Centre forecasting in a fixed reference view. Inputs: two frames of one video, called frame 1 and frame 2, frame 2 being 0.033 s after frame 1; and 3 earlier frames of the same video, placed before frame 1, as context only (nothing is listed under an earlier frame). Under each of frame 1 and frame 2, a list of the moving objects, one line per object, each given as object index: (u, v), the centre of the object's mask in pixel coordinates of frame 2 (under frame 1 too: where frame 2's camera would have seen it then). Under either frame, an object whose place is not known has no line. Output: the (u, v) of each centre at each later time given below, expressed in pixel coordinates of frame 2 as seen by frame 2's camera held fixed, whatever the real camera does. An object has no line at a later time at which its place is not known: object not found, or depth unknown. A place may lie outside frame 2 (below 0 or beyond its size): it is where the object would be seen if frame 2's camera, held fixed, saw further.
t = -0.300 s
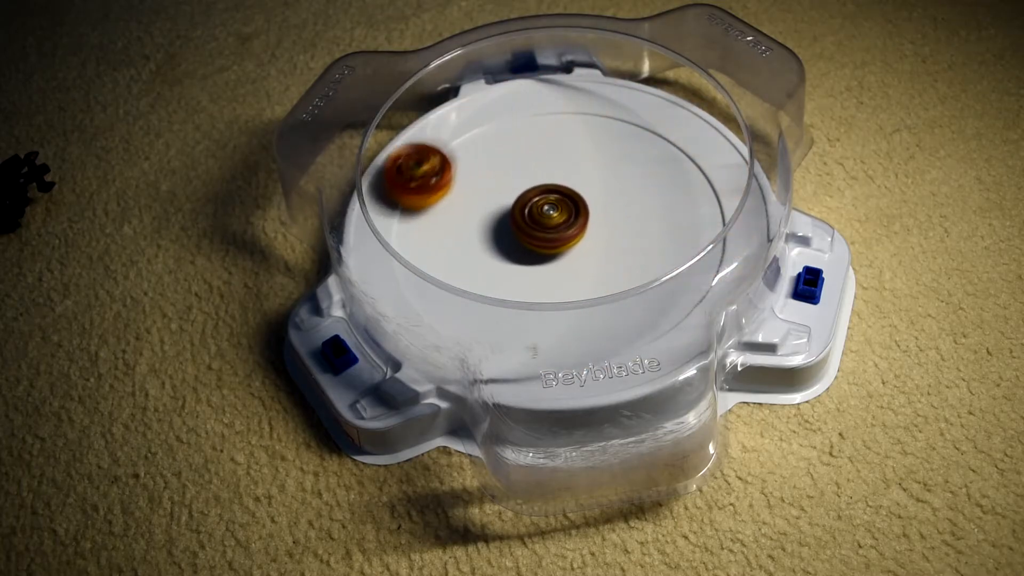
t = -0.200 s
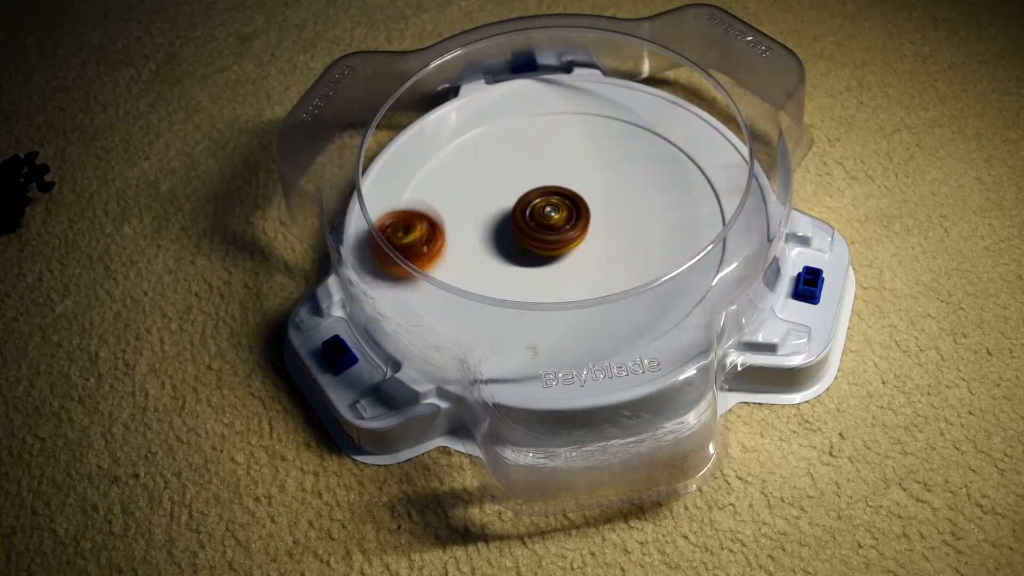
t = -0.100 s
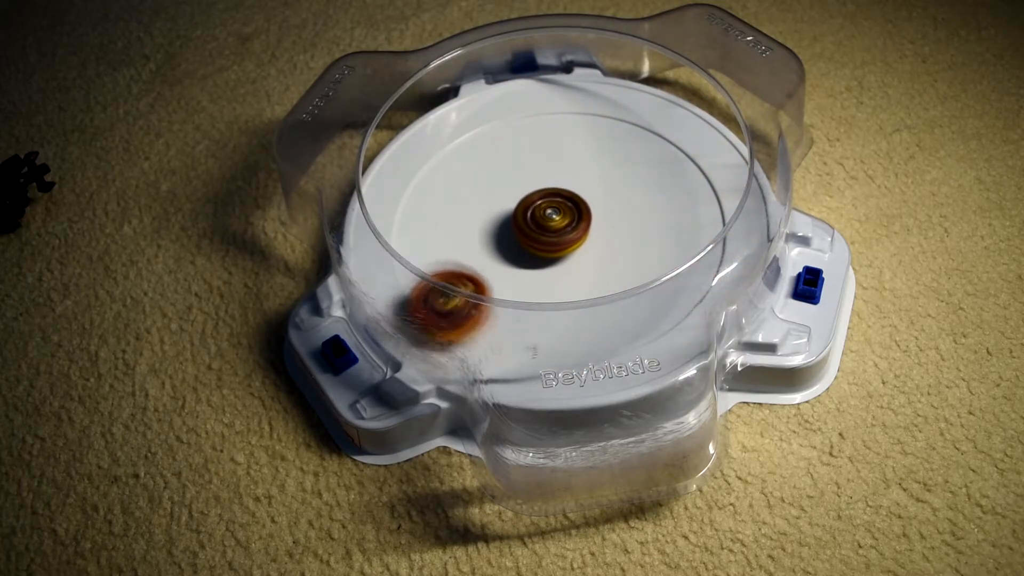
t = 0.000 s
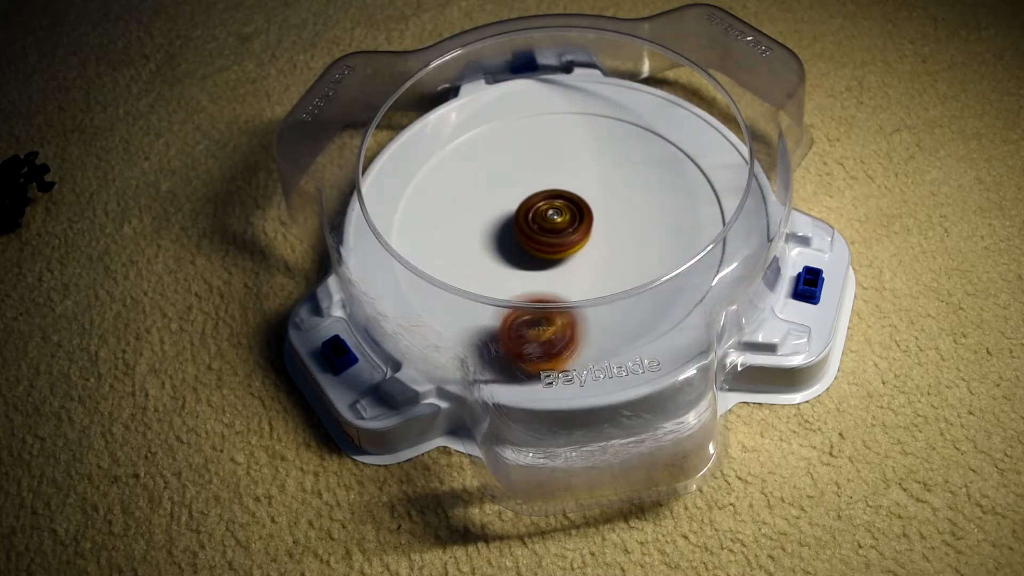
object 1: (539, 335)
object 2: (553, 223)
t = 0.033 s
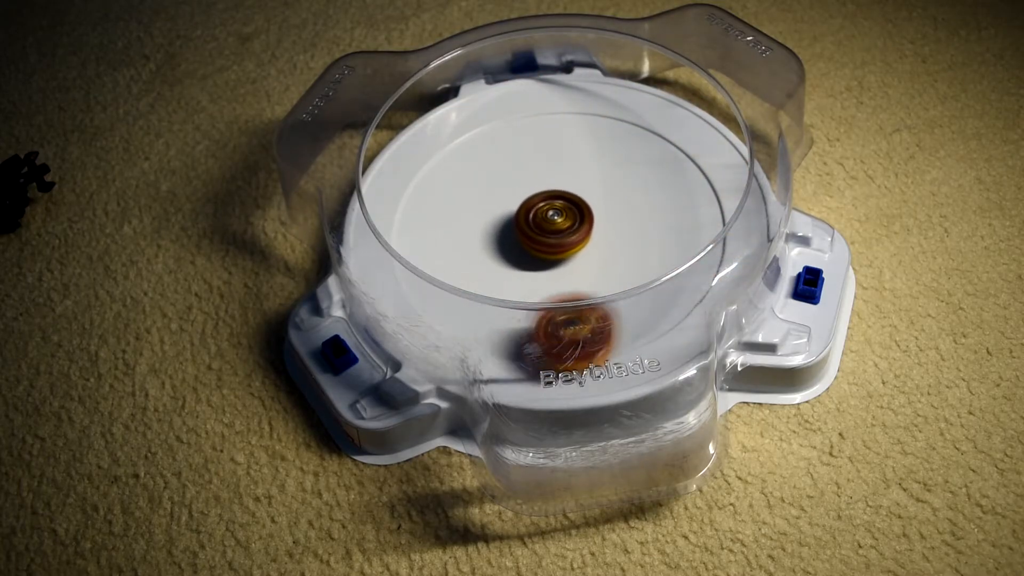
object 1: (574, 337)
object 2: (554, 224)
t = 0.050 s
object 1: (591, 336)
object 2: (554, 224)
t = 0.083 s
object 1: (625, 328)
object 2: (555, 225)
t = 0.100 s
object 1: (639, 323)
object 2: (555, 225)
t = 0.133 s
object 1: (669, 308)
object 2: (556, 225)
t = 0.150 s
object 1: (677, 294)
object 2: (556, 226)
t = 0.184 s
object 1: (695, 272)
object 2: (556, 226)
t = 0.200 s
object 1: (701, 262)
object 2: (557, 226)
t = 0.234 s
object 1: (708, 237)
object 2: (557, 227)
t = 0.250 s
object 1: (710, 226)
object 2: (557, 227)
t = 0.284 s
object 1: (710, 203)
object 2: (558, 228)
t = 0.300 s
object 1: (708, 193)
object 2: (558, 228)
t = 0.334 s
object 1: (701, 173)
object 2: (558, 228)
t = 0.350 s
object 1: (694, 163)
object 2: (558, 229)
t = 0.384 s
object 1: (679, 146)
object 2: (559, 229)
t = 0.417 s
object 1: (660, 132)
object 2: (560, 229)
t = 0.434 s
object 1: (649, 125)
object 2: (560, 229)
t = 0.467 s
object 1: (625, 115)
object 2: (560, 229)
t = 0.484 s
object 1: (613, 112)
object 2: (560, 230)
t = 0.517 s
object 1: (587, 107)
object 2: (561, 230)
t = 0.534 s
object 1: (574, 105)
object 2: (561, 230)
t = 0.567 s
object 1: (547, 105)
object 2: (561, 230)
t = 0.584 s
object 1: (535, 107)
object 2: (561, 230)
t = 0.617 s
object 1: (510, 111)
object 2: (561, 230)
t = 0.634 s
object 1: (497, 115)
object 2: (561, 230)
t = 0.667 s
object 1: (474, 125)
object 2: (561, 229)
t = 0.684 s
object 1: (461, 131)
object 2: (561, 229)
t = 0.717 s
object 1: (441, 145)
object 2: (561, 229)
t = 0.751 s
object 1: (424, 161)
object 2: (562, 228)
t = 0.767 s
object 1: (417, 171)
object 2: (562, 228)
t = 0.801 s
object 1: (406, 192)
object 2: (561, 228)
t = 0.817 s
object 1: (403, 202)
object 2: (562, 227)
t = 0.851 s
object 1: (405, 221)
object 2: (561, 226)
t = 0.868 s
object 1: (404, 234)
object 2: (561, 226)
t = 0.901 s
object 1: (408, 257)
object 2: (562, 226)
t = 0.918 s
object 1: (414, 267)
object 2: (561, 225)
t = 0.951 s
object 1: (427, 291)
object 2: (561, 224)
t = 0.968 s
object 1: (437, 300)
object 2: (561, 224)
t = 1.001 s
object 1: (462, 315)
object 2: (561, 223)
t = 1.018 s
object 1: (474, 327)
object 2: (561, 223)
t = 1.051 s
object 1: (507, 334)
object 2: (562, 222)
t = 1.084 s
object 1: (540, 338)
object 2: (561, 221)
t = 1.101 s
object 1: (556, 338)
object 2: (561, 221)
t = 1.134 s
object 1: (586, 336)
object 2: (561, 220)
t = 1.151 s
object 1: (607, 330)
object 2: (561, 220)
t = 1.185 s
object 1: (634, 315)
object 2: (561, 219)
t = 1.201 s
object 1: (647, 307)
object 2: (561, 218)
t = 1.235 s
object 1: (670, 290)
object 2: (561, 218)
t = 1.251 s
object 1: (679, 279)
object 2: (561, 217)
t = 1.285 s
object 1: (692, 258)
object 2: (561, 216)
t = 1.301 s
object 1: (698, 245)
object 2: (561, 216)
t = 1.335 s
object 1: (704, 223)
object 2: (560, 215)
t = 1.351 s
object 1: (701, 211)
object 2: (560, 215)
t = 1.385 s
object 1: (704, 192)
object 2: (560, 214)
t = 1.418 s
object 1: (697, 171)
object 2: (560, 214)
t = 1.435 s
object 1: (691, 162)
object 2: (560, 214)
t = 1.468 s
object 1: (677, 145)
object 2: (560, 213)
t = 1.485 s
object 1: (669, 137)
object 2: (560, 213)
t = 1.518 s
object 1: (649, 124)
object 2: (560, 212)
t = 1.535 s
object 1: (638, 118)
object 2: (559, 212)
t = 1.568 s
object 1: (615, 110)
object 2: (559, 212)
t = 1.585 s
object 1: (603, 107)
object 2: (559, 212)
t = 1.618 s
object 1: (579, 103)
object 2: (558, 212)
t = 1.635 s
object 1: (566, 102)
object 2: (558, 212)
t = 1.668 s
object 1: (541, 104)
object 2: (558, 212)
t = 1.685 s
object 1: (527, 106)
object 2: (558, 212)
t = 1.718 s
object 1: (502, 113)
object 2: (557, 212)
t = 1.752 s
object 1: (480, 123)
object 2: (557, 212)
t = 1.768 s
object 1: (469, 129)
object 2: (557, 212)
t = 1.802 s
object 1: (448, 144)
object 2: (556, 212)
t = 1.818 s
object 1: (441, 152)
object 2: (556, 212)
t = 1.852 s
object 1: (427, 169)
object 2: (556, 212)
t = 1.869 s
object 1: (421, 179)
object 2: (555, 212)
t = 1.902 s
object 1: (412, 198)
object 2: (555, 213)
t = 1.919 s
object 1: (410, 208)
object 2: (555, 213)
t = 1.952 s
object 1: (413, 227)
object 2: (554, 213)
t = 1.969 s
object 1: (412, 240)
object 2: (554, 213)
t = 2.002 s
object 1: (419, 262)
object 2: (554, 214)
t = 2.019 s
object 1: (424, 273)
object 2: (554, 214)
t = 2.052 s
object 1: (441, 292)
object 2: (553, 215)
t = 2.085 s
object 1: (462, 307)
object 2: (553, 215)
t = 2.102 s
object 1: (474, 314)
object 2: (553, 216)
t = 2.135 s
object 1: (501, 324)
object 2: (552, 216)
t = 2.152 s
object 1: (518, 327)
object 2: (553, 216)
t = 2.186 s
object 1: (547, 332)
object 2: (553, 217)
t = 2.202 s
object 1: (563, 332)
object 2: (552, 218)
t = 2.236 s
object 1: (597, 333)
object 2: (552, 218)
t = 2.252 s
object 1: (612, 323)
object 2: (552, 218)
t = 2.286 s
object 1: (639, 314)
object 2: (552, 219)
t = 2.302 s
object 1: (652, 306)
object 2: (552, 219)
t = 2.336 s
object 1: (672, 290)
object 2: (552, 220)
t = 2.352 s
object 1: (683, 279)
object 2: (552, 220)
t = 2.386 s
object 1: (695, 255)
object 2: (553, 221)
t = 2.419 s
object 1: (703, 236)
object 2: (553, 221)
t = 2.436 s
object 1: (704, 225)
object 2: (553, 222)
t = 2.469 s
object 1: (703, 204)
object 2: (553, 222)
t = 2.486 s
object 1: (704, 194)
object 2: (553, 222)
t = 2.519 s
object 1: (695, 174)
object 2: (554, 223)
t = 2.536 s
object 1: (690, 166)
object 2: (554, 223)
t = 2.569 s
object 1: (675, 150)
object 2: (554, 223)
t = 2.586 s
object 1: (667, 143)
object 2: (554, 223)
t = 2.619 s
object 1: (646, 131)
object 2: (554, 224)
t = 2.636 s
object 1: (636, 125)
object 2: (555, 224)
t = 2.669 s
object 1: (613, 117)
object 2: (555, 224)
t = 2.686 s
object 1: (603, 114)
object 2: (555, 225)
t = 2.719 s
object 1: (578, 110)
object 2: (556, 225)
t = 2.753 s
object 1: (552, 109)
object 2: (556, 225)
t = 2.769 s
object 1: (539, 110)
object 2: (556, 225)
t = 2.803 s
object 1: (515, 116)
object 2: (557, 226)
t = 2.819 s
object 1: (503, 119)
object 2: (557, 226)
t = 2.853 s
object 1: (481, 126)
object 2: (557, 226)
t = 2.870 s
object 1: (471, 132)
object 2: (557, 226)
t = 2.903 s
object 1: (451, 145)
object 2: (558, 226)
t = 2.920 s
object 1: (441, 153)
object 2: (558, 226)
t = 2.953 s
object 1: (425, 170)
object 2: (558, 226)
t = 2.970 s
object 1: (419, 179)
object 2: (558, 227)
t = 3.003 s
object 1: (412, 198)
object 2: (559, 227)
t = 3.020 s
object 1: (409, 208)
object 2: (559, 227)
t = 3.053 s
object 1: (410, 224)
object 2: (559, 227)
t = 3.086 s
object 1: (410, 249)
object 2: (559, 227)
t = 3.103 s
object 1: (414, 259)
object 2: (559, 227)
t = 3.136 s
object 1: (427, 279)
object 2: (560, 227)
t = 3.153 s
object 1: (435, 288)
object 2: (560, 227)
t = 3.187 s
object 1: (455, 304)
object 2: (560, 227)
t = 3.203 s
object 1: (466, 312)
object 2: (560, 226)
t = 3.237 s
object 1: (493, 320)
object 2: (560, 226)
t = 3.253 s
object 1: (507, 324)
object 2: (560, 226)
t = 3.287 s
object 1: (539, 328)
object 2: (561, 226)
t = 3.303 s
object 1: (554, 328)
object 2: (561, 226)
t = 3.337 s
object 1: (583, 325)
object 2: (561, 226)
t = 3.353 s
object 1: (597, 322)
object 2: (561, 225)
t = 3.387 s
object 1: (625, 312)
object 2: (562, 225)
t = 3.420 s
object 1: (652, 298)
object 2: (562, 224)
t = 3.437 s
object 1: (661, 290)
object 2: (562, 224)
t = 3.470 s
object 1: (676, 268)
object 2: (562, 224)
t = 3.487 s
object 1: (685, 259)
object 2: (562, 223)
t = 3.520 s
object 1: (694, 238)
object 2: (562, 223)
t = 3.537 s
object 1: (692, 224)
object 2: (563, 223)
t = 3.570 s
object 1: (698, 209)
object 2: (562, 222)
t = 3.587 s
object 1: (699, 199)
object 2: (563, 222)
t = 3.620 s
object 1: (693, 179)
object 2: (562, 221)
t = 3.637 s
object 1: (688, 170)
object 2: (562, 221)
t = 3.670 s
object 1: (676, 153)
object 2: (562, 220)
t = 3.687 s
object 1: (669, 146)
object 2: (562, 220)
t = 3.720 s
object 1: (652, 132)
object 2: (561, 220)
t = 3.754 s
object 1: (632, 121)
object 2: (561, 219)
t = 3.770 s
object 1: (621, 118)
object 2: (561, 218)
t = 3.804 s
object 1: (599, 111)
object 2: (560, 218)
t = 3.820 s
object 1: (587, 109)
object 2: (560, 218)
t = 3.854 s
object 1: (562, 108)
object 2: (560, 217)
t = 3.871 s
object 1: (550, 108)
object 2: (560, 217)
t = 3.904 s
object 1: (527, 111)
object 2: (560, 216)
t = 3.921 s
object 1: (516, 113)
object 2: (559, 216)
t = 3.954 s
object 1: (493, 122)
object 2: (559, 216)
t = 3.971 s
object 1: (482, 128)
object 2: (559, 216)
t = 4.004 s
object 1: (463, 141)
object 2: (558, 215)
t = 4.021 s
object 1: (454, 148)
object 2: (558, 215)
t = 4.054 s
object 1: (438, 162)
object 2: (558, 215)
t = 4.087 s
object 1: (427, 180)
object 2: (557, 215)
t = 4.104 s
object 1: (422, 190)
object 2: (557, 214)
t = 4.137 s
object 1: (416, 210)
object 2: (556, 214)
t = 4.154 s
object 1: (417, 219)
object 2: (556, 214)
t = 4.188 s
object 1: (421, 234)
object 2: (556, 214)
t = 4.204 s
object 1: (425, 242)
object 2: (555, 214)
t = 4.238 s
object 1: (430, 268)
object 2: (555, 214)
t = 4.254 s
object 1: (436, 278)
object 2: (555, 214)
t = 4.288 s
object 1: (454, 295)
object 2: (554, 214)
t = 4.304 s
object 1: (463, 302)
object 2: (554, 214)
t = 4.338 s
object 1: (486, 316)
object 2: (554, 214)
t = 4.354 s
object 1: (498, 321)
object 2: (553, 214)
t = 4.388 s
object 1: (527, 327)
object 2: (553, 214)
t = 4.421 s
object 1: (557, 335)
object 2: (553, 215)
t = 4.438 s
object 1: (574, 334)
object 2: (553, 215)
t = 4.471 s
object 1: (602, 329)
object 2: (552, 215)
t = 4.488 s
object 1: (616, 318)
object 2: (552, 215)
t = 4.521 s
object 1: (640, 308)
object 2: (552, 216)
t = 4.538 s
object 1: (651, 301)
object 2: (552, 216)
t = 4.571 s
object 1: (670, 285)
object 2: (552, 216)
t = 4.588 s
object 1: (679, 274)
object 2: (551, 217)
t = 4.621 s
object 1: (690, 253)
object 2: (551, 217)
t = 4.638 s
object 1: (694, 244)
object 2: (552, 217)
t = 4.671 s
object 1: (694, 221)
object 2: (552, 218)
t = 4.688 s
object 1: (697, 212)
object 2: (552, 218)
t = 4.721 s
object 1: (696, 196)
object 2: (552, 218)
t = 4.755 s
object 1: (688, 177)
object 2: (552, 219)
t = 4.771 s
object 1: (683, 168)
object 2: (552, 219)
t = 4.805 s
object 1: (669, 154)
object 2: (552, 220)
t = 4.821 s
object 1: (661, 146)
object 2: (552, 220)
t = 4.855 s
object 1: (643, 135)
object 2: (553, 221)
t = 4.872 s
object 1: (633, 130)
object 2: (553, 221)
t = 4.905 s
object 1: (612, 122)
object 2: (553, 221)
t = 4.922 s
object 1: (602, 119)
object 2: (553, 222)
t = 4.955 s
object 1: (577, 115)
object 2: (554, 222)
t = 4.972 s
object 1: (565, 115)
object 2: (554, 222)
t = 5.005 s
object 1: (543, 115)
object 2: (554, 223)
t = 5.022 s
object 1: (530, 117)
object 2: (554, 223)
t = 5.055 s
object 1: (507, 123)
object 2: (555, 224)
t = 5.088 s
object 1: (486, 131)
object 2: (555, 224)
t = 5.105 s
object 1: (476, 136)
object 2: (555, 224)
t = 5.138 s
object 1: (456, 147)
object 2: (556, 224)
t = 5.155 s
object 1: (448, 154)
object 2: (556, 225)
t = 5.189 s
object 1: (433, 170)
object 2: (557, 225)
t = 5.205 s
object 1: (428, 177)
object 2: (557, 225)
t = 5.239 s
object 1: (418, 194)
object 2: (557, 226)
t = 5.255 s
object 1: (416, 205)
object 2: (557, 226)
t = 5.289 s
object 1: (414, 223)
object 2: (558, 226)
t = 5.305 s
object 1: (417, 231)
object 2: (558, 226)
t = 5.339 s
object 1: (420, 252)
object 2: (558, 227)
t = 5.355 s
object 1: (424, 261)
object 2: (559, 227)
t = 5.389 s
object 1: (436, 280)
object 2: (559, 227)
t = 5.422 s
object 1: (455, 295)
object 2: (559, 227)
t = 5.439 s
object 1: (464, 301)
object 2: (559, 227)
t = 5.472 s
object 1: (487, 313)
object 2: (560, 227)
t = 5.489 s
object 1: (501, 317)
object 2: (560, 227)
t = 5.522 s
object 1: (528, 321)
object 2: (560, 227)
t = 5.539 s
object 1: (544, 324)
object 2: (560, 227)
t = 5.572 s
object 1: (572, 323)
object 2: (561, 227)
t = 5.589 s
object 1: (585, 321)
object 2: (561, 227)
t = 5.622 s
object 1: (613, 313)
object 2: (561, 226)
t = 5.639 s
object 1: (625, 308)
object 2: (561, 226)
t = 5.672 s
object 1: (648, 294)
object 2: (561, 226)
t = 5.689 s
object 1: (657, 287)
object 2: (561, 226)
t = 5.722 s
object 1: (672, 269)
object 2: (561, 225)
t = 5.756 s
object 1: (684, 249)
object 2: (561, 225)
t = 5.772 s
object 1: (687, 239)
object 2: (561, 225)
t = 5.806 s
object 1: (691, 219)
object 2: (562, 224)
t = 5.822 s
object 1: (694, 211)
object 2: (562, 224)
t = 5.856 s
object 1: (691, 191)
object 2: (561, 224)
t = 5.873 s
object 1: (688, 183)
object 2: (561, 223)
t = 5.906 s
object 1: (680, 166)
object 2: (561, 223)
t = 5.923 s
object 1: (674, 159)
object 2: (561, 222)
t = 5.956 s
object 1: (660, 145)
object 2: (561, 222)
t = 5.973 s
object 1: (652, 138)
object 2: (561, 221)
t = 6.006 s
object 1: (633, 128)
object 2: (561, 221)
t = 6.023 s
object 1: (622, 124)
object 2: (560, 221)
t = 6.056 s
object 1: (602, 118)
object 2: (560, 220)
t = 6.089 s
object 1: (579, 115)
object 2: (560, 220)
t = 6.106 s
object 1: (568, 114)
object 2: (560, 219)
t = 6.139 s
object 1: (545, 116)
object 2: (560, 219)
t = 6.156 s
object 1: (533, 117)
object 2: (559, 218)
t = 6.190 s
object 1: (511, 123)
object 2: (559, 218)
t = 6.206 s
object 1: (502, 127)
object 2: (559, 218)
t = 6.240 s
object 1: (482, 136)
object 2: (559, 217)
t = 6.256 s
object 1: (472, 142)
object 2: (559, 217)
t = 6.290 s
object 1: (456, 156)
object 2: (558, 216)
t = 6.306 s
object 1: (449, 163)
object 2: (558, 216)
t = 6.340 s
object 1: (436, 179)
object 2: (558, 216)
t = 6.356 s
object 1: (430, 188)
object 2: (557, 216)
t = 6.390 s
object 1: (426, 206)
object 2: (557, 216)
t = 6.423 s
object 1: (423, 224)
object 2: (557, 215)
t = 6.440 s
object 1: (424, 232)
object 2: (556, 215)
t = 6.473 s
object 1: (429, 253)
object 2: (556, 215)
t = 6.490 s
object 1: (434, 261)
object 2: (556, 215)
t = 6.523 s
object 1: (445, 278)
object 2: (556, 215)
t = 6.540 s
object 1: (453, 286)
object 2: (556, 215)
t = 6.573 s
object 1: (471, 300)
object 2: (555, 215)
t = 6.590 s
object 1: (482, 306)
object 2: (555, 215)
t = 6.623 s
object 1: (506, 315)
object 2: (555, 215)
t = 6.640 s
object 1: (518, 319)
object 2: (555, 215)
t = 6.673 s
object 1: (546, 321)
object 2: (554, 215)
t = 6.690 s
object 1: (557, 325)
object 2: (554, 215)
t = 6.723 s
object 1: (586, 321)
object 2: (554, 215)
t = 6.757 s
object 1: (614, 311)
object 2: (553, 215)
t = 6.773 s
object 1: (624, 308)
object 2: (553, 216)
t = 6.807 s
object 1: (647, 295)
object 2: (553, 216)
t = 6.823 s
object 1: (656, 287)
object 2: (553, 216)
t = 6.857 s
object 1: (671, 270)
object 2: (553, 216)
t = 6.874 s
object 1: (677, 259)
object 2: (553, 217)
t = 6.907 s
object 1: (683, 241)
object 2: (553, 217)
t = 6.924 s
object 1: (684, 230)
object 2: (552, 217)
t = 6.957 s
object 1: (689, 214)
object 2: (553, 218)
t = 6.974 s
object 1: (688, 205)
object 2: (553, 218)
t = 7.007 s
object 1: (683, 188)
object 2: (553, 219)
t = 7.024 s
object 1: (678, 179)
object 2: (553, 219)
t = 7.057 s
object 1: (668, 164)
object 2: (553, 219)
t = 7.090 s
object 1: (654, 151)
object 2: (553, 220)
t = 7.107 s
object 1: (646, 145)
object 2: (553, 220)
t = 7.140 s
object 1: (628, 135)
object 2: (554, 220)
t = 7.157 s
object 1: (618, 131)
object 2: (554, 221)
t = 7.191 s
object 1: (598, 125)
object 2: (554, 221)
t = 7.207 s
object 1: (587, 122)
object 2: (554, 221)
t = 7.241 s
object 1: (565, 120)
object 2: (554, 222)
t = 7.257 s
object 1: (553, 120)
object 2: (555, 222)
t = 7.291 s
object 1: (531, 122)
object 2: (555, 223)
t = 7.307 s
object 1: (521, 124)
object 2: (555, 223)
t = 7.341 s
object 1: (499, 130)
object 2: (556, 223)
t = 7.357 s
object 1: (491, 134)
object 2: (556, 223)
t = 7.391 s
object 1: (471, 144)
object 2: (556, 224)
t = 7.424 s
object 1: (454, 157)
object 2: (557, 224)
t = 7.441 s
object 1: (448, 163)
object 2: (557, 224)
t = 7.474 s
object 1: (435, 179)
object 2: (557, 225)
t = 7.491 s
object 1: (430, 188)
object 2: (557, 225)
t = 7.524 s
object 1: (425, 204)
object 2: (558, 225)
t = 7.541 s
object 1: (423, 214)
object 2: (558, 226)
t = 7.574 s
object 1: (425, 232)
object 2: (558, 226)
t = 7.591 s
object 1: (429, 239)
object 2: (559, 226)
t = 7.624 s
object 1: (433, 259)
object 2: (559, 226)
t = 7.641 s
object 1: (439, 267)
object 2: (559, 226)
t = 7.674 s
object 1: (453, 283)
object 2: (559, 226)
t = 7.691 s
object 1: (462, 290)
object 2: (560, 226)
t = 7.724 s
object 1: (481, 303)
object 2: (560, 226)
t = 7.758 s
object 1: (505, 312)
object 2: (560, 226)
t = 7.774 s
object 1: (517, 314)
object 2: (561, 226)
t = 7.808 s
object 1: (543, 318)
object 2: (561, 226)
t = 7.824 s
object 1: (560, 316)
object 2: (561, 226)
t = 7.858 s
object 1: (584, 314)
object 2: (561, 226)
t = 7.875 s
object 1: (598, 311)
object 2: (561, 226)
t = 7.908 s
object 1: (620, 302)
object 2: (561, 225)
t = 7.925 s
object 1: (634, 297)
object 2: (561, 225)
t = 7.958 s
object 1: (651, 282)
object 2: (561, 225)
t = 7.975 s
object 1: (659, 273)
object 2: (561, 225)
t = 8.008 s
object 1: (672, 256)
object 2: (561, 225)
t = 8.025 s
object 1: (677, 247)
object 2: (561, 224)
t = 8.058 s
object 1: (682, 229)
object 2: (561, 224)
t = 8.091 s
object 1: (688, 213)
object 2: (561, 224)
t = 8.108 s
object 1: (687, 204)
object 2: (561, 223)
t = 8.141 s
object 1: (683, 187)
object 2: (561, 223)
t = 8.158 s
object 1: (678, 178)
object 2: (561, 223)
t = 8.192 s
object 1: (668, 164)
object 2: (560, 222)
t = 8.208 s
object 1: (662, 157)
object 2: (560, 221)
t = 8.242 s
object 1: (647, 145)
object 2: (560, 221)
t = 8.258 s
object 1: (639, 139)
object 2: (560, 221)
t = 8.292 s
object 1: (620, 131)
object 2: (559, 220)
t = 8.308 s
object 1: (610, 128)
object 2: (559, 220)
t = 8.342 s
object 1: (590, 123)
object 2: (559, 219)
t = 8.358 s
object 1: (579, 122)
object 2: (559, 219)
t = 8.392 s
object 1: (558, 123)
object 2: (558, 219)
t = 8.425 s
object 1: (536, 125)
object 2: (558, 218)
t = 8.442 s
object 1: (525, 127)
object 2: (558, 218)
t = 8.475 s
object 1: (506, 133)
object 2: (558, 217)
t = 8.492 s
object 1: (495, 138)
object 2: (557, 217)
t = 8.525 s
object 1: (478, 148)
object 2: (557, 217)
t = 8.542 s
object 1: (471, 153)
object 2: (557, 217)
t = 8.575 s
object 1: (455, 167)
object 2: (556, 216)
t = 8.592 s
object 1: (450, 174)
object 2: (556, 216)
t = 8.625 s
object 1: (439, 189)
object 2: (555, 216)
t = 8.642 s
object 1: (435, 198)
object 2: (555, 216)
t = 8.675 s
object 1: (431, 214)
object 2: (555, 215)
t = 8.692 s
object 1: (429, 223)
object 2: (555, 215)
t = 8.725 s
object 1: (433, 240)
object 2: (554, 215)
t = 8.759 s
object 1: (441, 251)
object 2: (554, 215)
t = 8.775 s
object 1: (445, 264)
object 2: (554, 215)
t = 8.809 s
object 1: (456, 281)
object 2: (553, 215)
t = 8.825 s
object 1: (463, 288)
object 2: (553, 215)
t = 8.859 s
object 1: (480, 302)
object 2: (553, 215)
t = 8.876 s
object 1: (491, 306)
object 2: (553, 215)
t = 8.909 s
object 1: (514, 314)
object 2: (553, 215)
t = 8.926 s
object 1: (525, 318)
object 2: (552, 215)
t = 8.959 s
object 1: (551, 319)
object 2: (552, 215)
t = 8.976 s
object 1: (565, 317)
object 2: (552, 216)
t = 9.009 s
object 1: (590, 314)
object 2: (552, 216)
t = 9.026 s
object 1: (602, 309)
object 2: (552, 216)
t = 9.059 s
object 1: (625, 300)
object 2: (552, 216)
